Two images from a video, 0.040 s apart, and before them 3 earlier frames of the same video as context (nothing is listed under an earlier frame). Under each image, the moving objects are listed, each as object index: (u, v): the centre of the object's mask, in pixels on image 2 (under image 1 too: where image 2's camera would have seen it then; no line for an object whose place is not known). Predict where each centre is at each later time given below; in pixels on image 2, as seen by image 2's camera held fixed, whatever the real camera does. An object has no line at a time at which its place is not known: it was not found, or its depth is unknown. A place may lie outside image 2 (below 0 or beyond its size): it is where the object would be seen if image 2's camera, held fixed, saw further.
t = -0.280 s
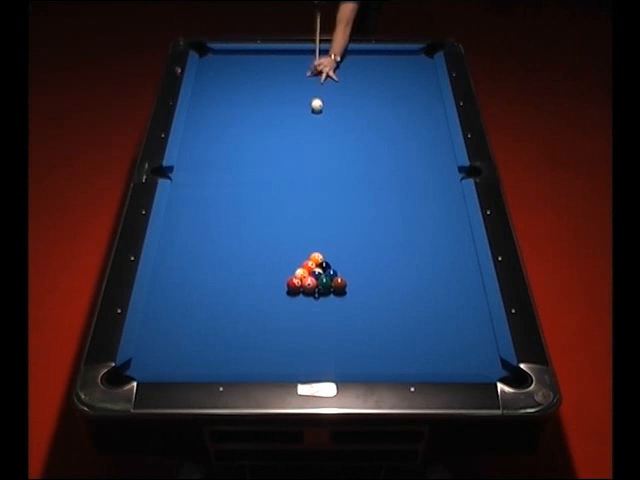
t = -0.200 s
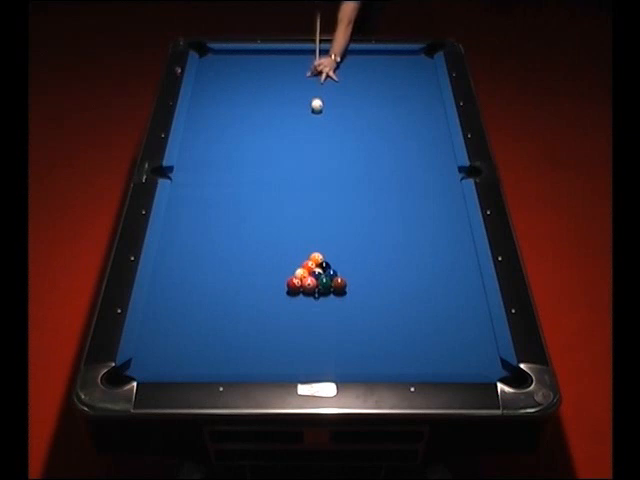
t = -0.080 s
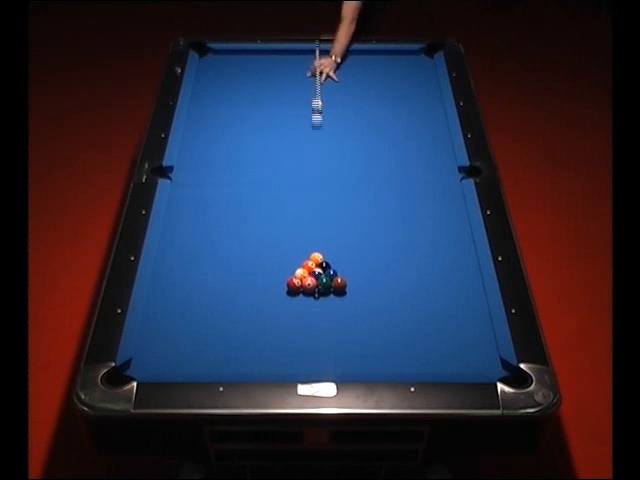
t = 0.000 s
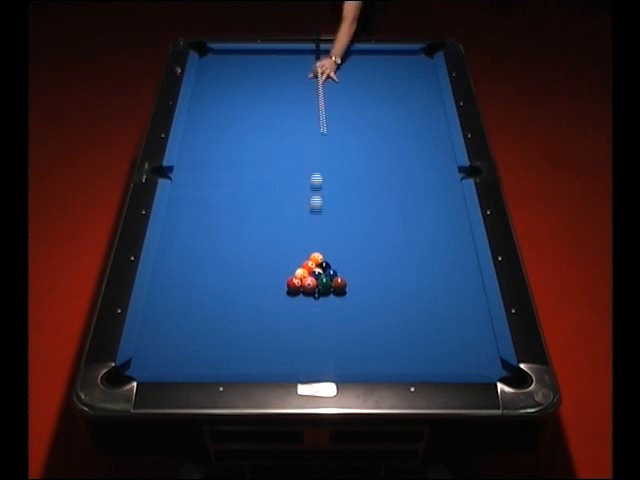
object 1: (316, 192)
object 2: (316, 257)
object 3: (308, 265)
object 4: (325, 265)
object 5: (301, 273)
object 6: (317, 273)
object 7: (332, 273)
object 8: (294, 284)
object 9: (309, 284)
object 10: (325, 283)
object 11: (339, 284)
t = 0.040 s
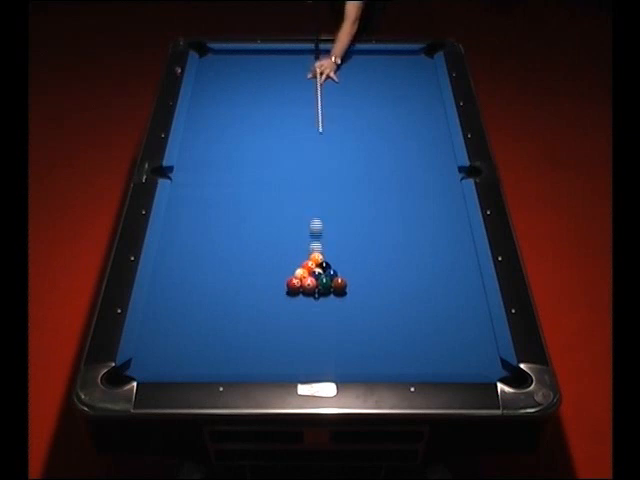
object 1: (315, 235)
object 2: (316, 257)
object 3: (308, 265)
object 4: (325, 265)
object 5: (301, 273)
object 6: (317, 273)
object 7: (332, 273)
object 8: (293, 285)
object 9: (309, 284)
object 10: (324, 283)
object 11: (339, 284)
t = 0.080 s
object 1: (313, 236)
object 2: (316, 253)
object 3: (304, 265)
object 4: (331, 265)
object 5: (296, 277)
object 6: (319, 277)
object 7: (344, 278)
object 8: (274, 305)
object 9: (302, 291)
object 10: (323, 292)
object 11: (360, 306)
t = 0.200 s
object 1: (309, 215)
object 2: (315, 243)
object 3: (288, 257)
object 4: (346, 256)
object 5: (281, 283)
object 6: (327, 279)
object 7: (371, 277)
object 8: (203, 349)
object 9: (275, 325)
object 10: (322, 328)
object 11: (436, 356)
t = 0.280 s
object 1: (306, 208)
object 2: (315, 235)
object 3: (279, 253)
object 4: (356, 250)
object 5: (272, 285)
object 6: (333, 279)
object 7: (388, 276)
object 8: (186, 307)
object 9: (259, 345)
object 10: (321, 350)
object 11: (455, 316)
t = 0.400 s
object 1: (301, 194)
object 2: (315, 225)
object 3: (266, 246)
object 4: (369, 241)
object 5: (259, 291)
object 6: (341, 280)
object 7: (413, 275)
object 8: (164, 254)
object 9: (237, 363)
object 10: (320, 362)
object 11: (470, 269)
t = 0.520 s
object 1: (297, 183)
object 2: (314, 214)
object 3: (254, 240)
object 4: (383, 232)
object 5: (245, 295)
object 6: (348, 279)
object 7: (438, 274)
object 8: (188, 217)
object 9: (227, 345)
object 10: (320, 344)
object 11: (440, 235)
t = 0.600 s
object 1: (295, 176)
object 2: (314, 207)
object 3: (245, 235)
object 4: (392, 227)
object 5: (236, 298)
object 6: (353, 279)
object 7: (454, 274)
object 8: (204, 197)
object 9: (220, 336)
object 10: (320, 334)
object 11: (424, 215)
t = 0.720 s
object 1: (291, 171)
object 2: (314, 197)
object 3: (233, 230)
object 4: (404, 218)
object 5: (223, 303)
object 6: (361, 280)
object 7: (471, 272)
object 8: (224, 171)
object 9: (210, 323)
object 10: (320, 319)
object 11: (404, 189)
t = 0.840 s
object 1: (288, 169)
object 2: (314, 187)
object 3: (222, 223)
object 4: (416, 211)
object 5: (213, 304)
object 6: (368, 281)
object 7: (456, 267)
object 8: (241, 148)
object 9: (198, 314)
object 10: (320, 305)
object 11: (384, 165)
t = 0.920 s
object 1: (286, 170)
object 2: (313, 181)
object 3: (215, 220)
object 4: (424, 206)
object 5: (211, 301)
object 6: (372, 280)
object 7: (447, 265)
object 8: (252, 133)
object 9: (185, 313)
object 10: (320, 296)
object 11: (373, 151)
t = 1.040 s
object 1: (283, 172)
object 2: (313, 173)
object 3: (204, 214)
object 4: (435, 199)
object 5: (208, 297)
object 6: (379, 281)
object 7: (435, 261)
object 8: (268, 112)
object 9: (168, 310)
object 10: (320, 285)
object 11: (356, 129)
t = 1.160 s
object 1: (280, 174)
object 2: (313, 164)
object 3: (194, 209)
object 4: (446, 192)
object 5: (204, 293)
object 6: (386, 281)
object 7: (423, 258)
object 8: (282, 93)
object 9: (151, 307)
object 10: (320, 273)
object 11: (341, 110)
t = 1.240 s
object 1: (278, 175)
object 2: (313, 159)
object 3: (187, 206)
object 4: (454, 187)
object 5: (202, 291)
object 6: (389, 282)
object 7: (415, 255)
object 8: (291, 82)
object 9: (158, 306)
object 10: (320, 265)
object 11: (332, 98)
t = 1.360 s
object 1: (276, 177)
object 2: (313, 151)
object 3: (177, 201)
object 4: (449, 183)
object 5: (199, 288)
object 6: (395, 282)
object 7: (404, 252)
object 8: (304, 65)
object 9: (168, 302)
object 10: (320, 255)
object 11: (318, 80)
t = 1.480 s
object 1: (273, 179)
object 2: (312, 143)
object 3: (177, 197)
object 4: (442, 177)
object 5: (196, 285)
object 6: (401, 282)
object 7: (392, 248)
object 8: (317, 54)
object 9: (177, 299)
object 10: (321, 244)
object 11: (306, 65)
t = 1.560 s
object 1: (272, 180)
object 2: (312, 139)
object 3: (182, 194)
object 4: (437, 174)
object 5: (195, 283)
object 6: (404, 282)
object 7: (385, 246)
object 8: (329, 61)
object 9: (184, 297)
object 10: (320, 237)
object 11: (298, 54)
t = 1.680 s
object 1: (270, 181)
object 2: (312, 132)
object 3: (187, 191)
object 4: (431, 170)
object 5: (192, 279)
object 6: (409, 282)
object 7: (375, 243)
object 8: (348, 72)
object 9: (192, 294)
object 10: (320, 228)
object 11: (278, 61)
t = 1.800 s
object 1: (268, 182)
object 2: (312, 125)
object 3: (193, 188)
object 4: (425, 166)
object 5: (189, 278)
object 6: (413, 283)
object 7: (365, 240)
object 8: (367, 80)
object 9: (201, 291)
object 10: (321, 219)
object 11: (258, 71)
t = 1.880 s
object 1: (267, 183)
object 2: (311, 121)
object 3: (197, 185)
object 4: (421, 163)
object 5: (188, 276)
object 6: (416, 283)
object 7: (358, 238)
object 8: (379, 86)
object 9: (206, 289)
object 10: (321, 213)
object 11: (244, 76)
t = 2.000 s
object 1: (265, 184)
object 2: (311, 114)
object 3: (202, 182)
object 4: (415, 159)
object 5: (185, 274)
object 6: (421, 283)
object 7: (349, 236)
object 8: (398, 95)
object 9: (214, 286)
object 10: (321, 204)
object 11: (223, 85)
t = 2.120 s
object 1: (263, 185)
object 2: (311, 108)
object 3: (207, 180)
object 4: (409, 156)
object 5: (183, 272)
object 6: (425, 283)
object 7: (340, 232)
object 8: (419, 104)
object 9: (221, 284)
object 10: (321, 196)
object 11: (202, 93)
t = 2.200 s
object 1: (263, 186)
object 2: (310, 105)
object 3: (210, 178)
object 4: (405, 153)
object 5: (182, 270)
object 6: (428, 282)
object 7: (334, 231)
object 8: (432, 110)
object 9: (226, 282)
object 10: (321, 191)
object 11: (197, 98)
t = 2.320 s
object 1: (262, 187)
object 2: (310, 99)
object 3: (215, 175)
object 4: (400, 150)
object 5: (180, 269)
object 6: (431, 282)
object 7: (325, 229)
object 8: (433, 120)
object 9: (233, 280)
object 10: (321, 184)
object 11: (207, 107)
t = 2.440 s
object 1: (260, 187)
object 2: (309, 93)
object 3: (220, 173)
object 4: (395, 146)
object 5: (178, 267)
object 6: (435, 282)
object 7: (317, 225)
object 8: (425, 129)
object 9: (240, 278)
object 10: (321, 176)
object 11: (216, 117)
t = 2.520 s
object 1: (260, 187)
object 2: (309, 90)
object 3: (223, 171)
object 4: (392, 144)
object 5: (177, 266)
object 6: (436, 282)
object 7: (311, 224)
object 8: (419, 136)
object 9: (244, 276)
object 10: (320, 172)
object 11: (222, 123)
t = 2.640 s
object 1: (260, 188)
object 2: (309, 85)
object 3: (226, 169)
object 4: (387, 141)
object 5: (176, 265)
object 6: (439, 282)
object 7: (304, 221)
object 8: (411, 146)
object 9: (250, 275)
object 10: (320, 165)
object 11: (231, 133)
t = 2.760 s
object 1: (259, 188)
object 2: (309, 80)
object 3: (230, 167)
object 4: (382, 138)
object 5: (174, 263)
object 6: (441, 283)
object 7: (296, 220)
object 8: (402, 156)
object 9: (256, 272)
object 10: (320, 159)
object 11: (241, 142)
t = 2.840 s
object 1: (259, 188)
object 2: (308, 77)
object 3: (233, 166)
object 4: (379, 136)
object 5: (173, 262)
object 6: (442, 283)
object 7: (292, 219)
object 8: (396, 163)
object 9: (259, 271)
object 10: (320, 155)
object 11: (247, 148)
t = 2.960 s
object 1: (258, 188)
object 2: (308, 73)
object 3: (236, 164)
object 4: (375, 134)
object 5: (172, 262)
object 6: (445, 283)
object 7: (285, 216)
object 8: (388, 173)
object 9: (264, 270)
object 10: (320, 149)
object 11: (257, 158)
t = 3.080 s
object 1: (258, 189)
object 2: (308, 68)
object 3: (239, 162)
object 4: (371, 131)
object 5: (171, 261)
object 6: (446, 283)
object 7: (277, 214)
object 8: (379, 184)
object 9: (270, 268)
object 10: (320, 143)
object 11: (266, 169)
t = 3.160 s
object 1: (258, 189)
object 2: (308, 66)
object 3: (241, 160)
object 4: (368, 130)
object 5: (170, 260)
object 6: (448, 283)
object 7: (273, 214)
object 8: (373, 192)
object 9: (273, 267)
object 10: (319, 140)
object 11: (273, 175)
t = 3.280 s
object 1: (258, 188)
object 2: (307, 61)
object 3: (244, 159)
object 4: (365, 127)
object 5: (170, 260)
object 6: (449, 283)
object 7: (267, 211)
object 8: (363, 203)
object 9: (277, 265)
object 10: (319, 135)
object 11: (283, 186)
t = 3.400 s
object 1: (258, 188)
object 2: (307, 57)
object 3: (246, 157)
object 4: (361, 124)
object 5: (169, 259)
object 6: (451, 283)
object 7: (261, 210)
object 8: (354, 214)
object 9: (281, 264)
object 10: (319, 129)
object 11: (293, 196)
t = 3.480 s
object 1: (258, 188)
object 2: (307, 55)
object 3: (248, 156)
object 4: (359, 123)
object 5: (169, 259)
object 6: (451, 283)
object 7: (257, 209)
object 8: (348, 222)
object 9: (284, 263)
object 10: (319, 126)
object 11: (300, 203)
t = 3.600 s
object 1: (258, 188)
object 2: (306, 53)
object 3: (250, 155)
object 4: (355, 121)
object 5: (168, 259)
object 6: (452, 283)
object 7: (252, 207)
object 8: (338, 233)
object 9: (288, 262)
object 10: (319, 122)
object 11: (310, 214)
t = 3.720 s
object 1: (258, 188)
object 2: (306, 54)
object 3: (253, 154)
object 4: (352, 119)
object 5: (168, 259)
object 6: (452, 283)
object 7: (246, 205)
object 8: (328, 246)
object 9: (291, 261)
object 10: (319, 117)
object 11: (321, 225)
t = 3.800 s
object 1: (258, 188)
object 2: (306, 55)
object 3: (254, 153)
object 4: (350, 118)
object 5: (168, 259)
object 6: (452, 283)
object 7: (242, 205)
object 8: (321, 253)
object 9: (293, 261)
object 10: (319, 114)
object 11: (328, 232)
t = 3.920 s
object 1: (258, 188)
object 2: (306, 57)
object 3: (256, 152)
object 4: (347, 116)
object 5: (168, 259)
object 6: (452, 283)
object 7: (238, 204)
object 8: (311, 266)
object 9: (296, 260)
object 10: (319, 109)
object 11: (339, 244)
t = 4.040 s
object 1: (258, 188)
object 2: (306, 59)
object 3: (257, 151)
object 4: (345, 114)
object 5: (168, 259)
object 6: (452, 283)
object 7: (233, 203)
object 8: (300, 278)
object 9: (299, 259)
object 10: (320, 106)
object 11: (350, 255)
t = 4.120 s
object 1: (258, 188)
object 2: (306, 60)
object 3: (258, 151)
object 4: (343, 113)
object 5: (168, 259)
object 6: (452, 283)
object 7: (231, 202)
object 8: (293, 287)
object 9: (300, 258)
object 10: (320, 103)
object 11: (358, 263)
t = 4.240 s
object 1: (258, 188)
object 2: (307, 61)
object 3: (260, 150)
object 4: (340, 112)
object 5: (168, 259)
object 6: (452, 283)
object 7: (226, 200)
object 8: (282, 300)
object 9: (303, 258)
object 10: (320, 99)
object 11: (370, 275)
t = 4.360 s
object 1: (258, 188)
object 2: (306, 63)
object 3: (261, 150)
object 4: (338, 110)
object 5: (168, 259)
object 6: (452, 283)
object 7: (222, 200)
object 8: (271, 313)
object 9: (305, 257)
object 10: (320, 96)
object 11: (381, 287)
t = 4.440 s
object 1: (258, 188)
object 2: (306, 64)
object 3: (261, 149)
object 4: (337, 109)
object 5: (168, 259)
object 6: (452, 283)
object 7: (220, 199)
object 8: (263, 321)
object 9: (306, 257)
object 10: (321, 93)
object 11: (390, 295)
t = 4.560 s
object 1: (258, 189)
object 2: (306, 65)
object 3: (262, 149)
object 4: (334, 108)
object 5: (168, 259)
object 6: (453, 283)
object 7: (216, 198)
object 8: (252, 335)
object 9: (307, 257)
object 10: (321, 90)
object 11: (401, 307)
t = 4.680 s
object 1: (258, 189)
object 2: (306, 66)
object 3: (263, 149)
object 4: (333, 106)
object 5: (168, 259)
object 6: (453, 283)
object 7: (213, 197)
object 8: (241, 349)
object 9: (309, 256)
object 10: (321, 87)
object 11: (413, 320)
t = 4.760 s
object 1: (258, 189)
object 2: (306, 67)
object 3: (263, 148)
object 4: (331, 106)
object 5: (168, 259)
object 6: (453, 283)
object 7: (210, 196)
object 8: (233, 358)
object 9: (309, 256)
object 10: (321, 85)
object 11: (422, 328)
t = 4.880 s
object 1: (258, 189)
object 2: (306, 68)
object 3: (264, 148)
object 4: (329, 105)
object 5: (168, 259)
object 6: (453, 283)
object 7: (207, 196)
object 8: (222, 364)
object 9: (311, 256)
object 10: (321, 82)
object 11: (434, 342)
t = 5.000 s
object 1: (258, 189)
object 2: (306, 69)
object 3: (264, 148)
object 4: (328, 104)
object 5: (168, 259)
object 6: (453, 283)
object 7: (204, 195)
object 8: (211, 357)
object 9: (311, 256)
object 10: (321, 79)
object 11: (447, 355)
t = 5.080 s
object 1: (258, 189)
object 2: (307, 70)
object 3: (264, 148)
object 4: (327, 103)
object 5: (168, 259)
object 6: (453, 283)
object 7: (202, 195)
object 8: (203, 353)
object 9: (311, 256)
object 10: (320, 77)
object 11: (455, 363)
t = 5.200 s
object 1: (258, 188)
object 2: (307, 70)
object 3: (264, 148)
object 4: (325, 102)
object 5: (168, 259)
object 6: (453, 283)
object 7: (200, 195)
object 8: (193, 346)
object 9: (312, 255)
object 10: (320, 75)
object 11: (467, 363)
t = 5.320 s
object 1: (258, 189)
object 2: (307, 71)
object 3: (264, 148)
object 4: (324, 102)
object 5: (168, 259)
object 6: (453, 283)
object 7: (198, 194)
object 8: (184, 339)
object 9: (312, 255)
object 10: (320, 72)
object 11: (477, 357)
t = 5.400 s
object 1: (258, 189)
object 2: (307, 72)
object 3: (264, 148)
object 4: (323, 101)
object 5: (168, 259)
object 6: (453, 283)
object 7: (196, 194)
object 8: (177, 335)
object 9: (312, 255)
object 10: (320, 70)
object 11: (483, 353)
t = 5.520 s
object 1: (258, 189)
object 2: (308, 72)
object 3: (264, 148)
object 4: (322, 101)
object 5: (168, 259)
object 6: (453, 282)
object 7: (195, 193)
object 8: (168, 329)
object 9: (312, 255)
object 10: (320, 68)
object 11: (487, 346)
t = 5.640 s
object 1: (258, 189)
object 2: (308, 72)
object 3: (264, 148)
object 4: (321, 100)
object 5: (168, 259)
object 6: (453, 282)
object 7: (193, 193)
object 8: (159, 323)
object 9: (311, 255)
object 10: (319, 66)
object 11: (480, 341)
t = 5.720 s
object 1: (258, 189)
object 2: (308, 73)
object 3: (264, 148)
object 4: (321, 100)
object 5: (168, 259)
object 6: (453, 282)
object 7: (192, 192)
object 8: (154, 319)
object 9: (311, 255)
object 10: (318, 65)
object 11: (475, 336)
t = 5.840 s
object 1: (258, 189)
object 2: (308, 73)
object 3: (264, 148)
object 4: (320, 100)
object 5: (168, 259)
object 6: (453, 282)
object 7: (191, 192)
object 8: (151, 313)
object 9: (311, 255)
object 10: (317, 63)
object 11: (469, 331)
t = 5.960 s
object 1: (258, 189)
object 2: (308, 73)
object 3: (264, 148)
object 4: (320, 100)
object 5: (168, 259)
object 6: (453, 282)
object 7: (190, 192)
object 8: (157, 308)
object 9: (311, 255)
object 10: (318, 61)
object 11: (463, 326)
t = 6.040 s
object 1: (258, 189)
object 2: (308, 73)
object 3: (264, 148)
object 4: (319, 100)
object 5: (168, 259)
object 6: (453, 282)
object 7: (189, 192)
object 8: (161, 305)
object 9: (311, 255)
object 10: (317, 60)
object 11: (459, 322)
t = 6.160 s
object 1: (258, 189)
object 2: (308, 73)
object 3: (264, 148)
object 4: (319, 100)
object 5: (168, 259)
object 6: (453, 282)
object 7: (188, 192)
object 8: (167, 300)
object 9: (311, 255)
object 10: (317, 59)
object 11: (453, 317)
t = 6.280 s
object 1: (258, 189)
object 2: (308, 73)
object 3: (264, 148)
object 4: (319, 100)
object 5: (168, 259)
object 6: (453, 282)
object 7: (187, 192)
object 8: (172, 296)
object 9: (311, 255)
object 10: (317, 57)
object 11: (448, 312)
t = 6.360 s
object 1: (258, 189)
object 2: (308, 73)
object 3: (264, 148)
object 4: (318, 99)
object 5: (168, 259)
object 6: (453, 283)
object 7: (187, 191)
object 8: (175, 294)
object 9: (311, 255)
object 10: (317, 56)
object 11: (444, 310)
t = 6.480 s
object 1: (258, 189)
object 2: (308, 73)
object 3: (264, 148)
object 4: (318, 99)
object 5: (168, 259)
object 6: (453, 283)
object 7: (187, 191)
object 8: (180, 290)
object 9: (311, 255)
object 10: (317, 55)
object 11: (439, 305)
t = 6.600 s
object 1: (258, 189)
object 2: (308, 73)
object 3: (264, 148)
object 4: (318, 99)
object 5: (168, 259)
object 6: (453, 283)
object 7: (187, 191)
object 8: (185, 286)
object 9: (311, 255)
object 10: (317, 54)
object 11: (434, 300)
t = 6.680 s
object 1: (258, 189)
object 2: (308, 73)
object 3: (264, 148)
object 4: (318, 99)
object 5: (168, 259)
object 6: (453, 283)
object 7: (187, 191)
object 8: (188, 283)
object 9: (311, 255)
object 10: (317, 54)
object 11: (431, 298)
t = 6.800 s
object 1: (258, 189)
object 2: (308, 73)
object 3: (264, 148)
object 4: (318, 99)
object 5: (168, 259)
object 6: (453, 283)
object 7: (187, 191)
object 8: (192, 280)
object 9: (311, 255)
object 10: (317, 54)
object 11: (427, 295)
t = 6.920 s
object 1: (258, 189)
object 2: (308, 73)
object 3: (264, 148)
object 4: (318, 99)
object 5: (168, 259)
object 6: (453, 283)
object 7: (187, 191)
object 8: (196, 277)
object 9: (311, 255)
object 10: (317, 54)
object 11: (423, 291)
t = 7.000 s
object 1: (258, 188)
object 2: (308, 73)
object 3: (264, 148)
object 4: (318, 99)
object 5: (168, 259)
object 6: (453, 282)
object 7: (187, 191)
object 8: (198, 275)
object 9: (311, 255)
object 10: (317, 54)
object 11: (420, 288)
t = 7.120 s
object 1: (258, 188)
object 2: (308, 73)
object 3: (264, 148)
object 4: (318, 100)
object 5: (168, 259)
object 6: (453, 282)
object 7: (187, 191)
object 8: (202, 272)
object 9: (311, 255)
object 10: (317, 55)
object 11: (417, 286)
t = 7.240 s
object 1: (258, 188)
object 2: (308, 73)
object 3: (264, 148)
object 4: (318, 99)
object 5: (168, 259)
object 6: (453, 282)
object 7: (187, 191)
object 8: (206, 269)
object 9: (311, 255)
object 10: (317, 55)
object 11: (413, 283)
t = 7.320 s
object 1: (258, 188)
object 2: (308, 73)
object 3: (264, 148)
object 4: (318, 99)
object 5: (168, 259)
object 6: (453, 282)
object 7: (187, 191)
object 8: (208, 268)
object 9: (311, 255)
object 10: (317, 55)
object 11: (410, 281)
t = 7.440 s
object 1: (258, 188)
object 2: (308, 73)
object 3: (264, 148)
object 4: (318, 99)
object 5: (168, 259)
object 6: (453, 282)
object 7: (187, 191)
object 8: (211, 265)
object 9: (311, 255)
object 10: (317, 55)
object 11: (407, 279)
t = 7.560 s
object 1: (258, 188)
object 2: (308, 73)
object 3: (264, 148)
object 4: (318, 99)
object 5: (168, 259)
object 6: (453, 282)
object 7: (187, 191)
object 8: (213, 263)
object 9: (311, 255)
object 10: (317, 55)
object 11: (404, 277)
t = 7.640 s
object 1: (258, 188)
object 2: (308, 73)
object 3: (264, 148)
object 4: (318, 99)
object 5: (168, 259)
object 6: (453, 282)
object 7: (187, 191)
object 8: (215, 262)
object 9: (311, 255)
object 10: (317, 55)
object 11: (402, 275)
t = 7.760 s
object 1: (258, 188)
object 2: (308, 73)
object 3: (264, 148)
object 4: (318, 99)
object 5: (168, 259)
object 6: (453, 282)
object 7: (187, 191)
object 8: (218, 260)
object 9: (311, 255)
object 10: (317, 55)
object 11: (399, 273)
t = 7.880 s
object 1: (258, 188)
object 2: (308, 73)
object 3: (264, 148)
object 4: (318, 99)
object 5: (168, 259)
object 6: (453, 282)
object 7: (187, 191)
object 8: (220, 258)
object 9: (311, 255)
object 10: (317, 55)
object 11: (397, 271)
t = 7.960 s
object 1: (258, 188)
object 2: (308, 73)
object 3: (264, 148)
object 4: (318, 99)
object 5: (168, 259)
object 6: (453, 282)
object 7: (187, 191)
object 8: (221, 257)
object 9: (311, 255)
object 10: (317, 55)
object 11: (395, 270)
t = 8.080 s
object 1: (258, 188)
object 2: (308, 73)
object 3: (264, 148)
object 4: (318, 99)
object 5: (168, 259)
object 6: (453, 282)
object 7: (187, 191)
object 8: (223, 255)
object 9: (311, 255)
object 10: (317, 55)
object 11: (393, 268)
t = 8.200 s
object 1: (258, 188)
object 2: (308, 73)
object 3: (264, 148)
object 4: (318, 99)
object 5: (168, 259)
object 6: (453, 282)
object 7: (187, 191)
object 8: (224, 254)
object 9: (311, 255)
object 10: (317, 55)
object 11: (391, 267)
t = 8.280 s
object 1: (258, 188)
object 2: (308, 73)
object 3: (264, 148)
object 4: (318, 99)
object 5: (168, 259)
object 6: (453, 282)
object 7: (187, 191)
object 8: (225, 253)
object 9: (311, 255)
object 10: (317, 55)
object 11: (390, 266)
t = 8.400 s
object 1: (258, 188)
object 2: (308, 73)
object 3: (264, 148)
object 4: (318, 99)
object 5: (168, 259)
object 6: (453, 282)
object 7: (187, 191)
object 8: (226, 252)
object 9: (311, 255)
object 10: (317, 55)
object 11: (388, 265)
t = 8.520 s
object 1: (258, 188)
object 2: (308, 73)
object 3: (264, 148)
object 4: (318, 99)
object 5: (168, 259)
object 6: (453, 282)
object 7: (187, 191)
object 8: (228, 251)
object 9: (311, 255)
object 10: (317, 55)
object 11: (387, 264)
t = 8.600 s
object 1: (258, 188)
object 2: (308, 73)
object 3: (264, 148)
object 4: (318, 99)
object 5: (168, 259)
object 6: (453, 282)
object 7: (187, 191)
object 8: (228, 251)
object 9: (311, 255)
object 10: (317, 55)
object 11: (386, 264)
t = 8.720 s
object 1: (258, 188)
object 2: (308, 73)
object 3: (264, 148)
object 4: (318, 99)
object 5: (168, 259)
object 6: (453, 282)
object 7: (187, 191)
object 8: (229, 250)
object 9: (311, 255)
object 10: (317, 55)
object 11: (385, 263)
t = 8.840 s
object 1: (258, 188)
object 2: (308, 73)
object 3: (264, 148)
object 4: (318, 99)
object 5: (168, 259)
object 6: (453, 282)
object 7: (187, 191)
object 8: (230, 250)
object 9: (311, 255)
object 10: (317, 55)
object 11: (384, 262)
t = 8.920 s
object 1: (258, 188)
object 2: (308, 73)
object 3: (264, 148)
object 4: (318, 99)
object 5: (168, 259)
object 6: (453, 282)
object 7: (187, 191)
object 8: (230, 250)
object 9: (311, 255)
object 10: (317, 55)
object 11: (383, 262)
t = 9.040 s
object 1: (258, 188)
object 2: (308, 73)
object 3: (264, 148)
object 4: (318, 99)
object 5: (168, 259)
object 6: (453, 282)
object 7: (187, 191)
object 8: (230, 250)
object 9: (311, 255)
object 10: (317, 55)
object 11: (383, 261)
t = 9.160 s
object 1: (258, 188)
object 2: (308, 73)
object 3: (264, 148)
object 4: (318, 99)
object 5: (168, 259)
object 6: (453, 282)
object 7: (187, 191)
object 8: (230, 250)
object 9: (311, 255)
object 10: (317, 55)
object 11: (383, 261)
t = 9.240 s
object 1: (258, 188)
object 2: (308, 73)
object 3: (264, 148)
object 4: (318, 99)
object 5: (168, 259)
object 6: (453, 283)
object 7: (187, 191)
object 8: (230, 250)
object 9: (311, 255)
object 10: (317, 55)
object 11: (382, 261)
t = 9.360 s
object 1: (258, 188)
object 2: (308, 73)
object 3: (264, 148)
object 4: (318, 99)
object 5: (168, 259)
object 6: (453, 283)
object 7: (187, 191)
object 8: (230, 250)
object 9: (311, 255)
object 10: (317, 55)
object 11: (383, 261)
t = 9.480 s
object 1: (258, 188)
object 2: (308, 73)
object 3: (264, 148)
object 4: (318, 99)
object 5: (168, 259)
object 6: (453, 283)
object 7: (187, 191)
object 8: (229, 250)
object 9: (311, 255)
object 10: (317, 55)
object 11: (383, 261)
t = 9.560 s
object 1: (258, 188)
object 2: (308, 73)
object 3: (264, 148)
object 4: (318, 99)
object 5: (168, 259)
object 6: (453, 283)
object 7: (187, 191)
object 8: (230, 250)
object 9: (311, 255)
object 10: (317, 55)
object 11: (383, 261)
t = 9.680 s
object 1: (258, 188)
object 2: (308, 73)
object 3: (264, 148)
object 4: (318, 99)
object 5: (168, 259)
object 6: (453, 283)
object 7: (187, 191)
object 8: (230, 250)
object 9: (311, 255)
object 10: (317, 55)
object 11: (383, 261)
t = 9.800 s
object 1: (258, 188)
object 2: (308, 73)
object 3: (264, 148)
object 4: (318, 99)
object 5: (168, 259)
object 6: (453, 283)
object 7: (187, 191)
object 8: (229, 250)
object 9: (311, 255)
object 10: (317, 55)
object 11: (383, 261)
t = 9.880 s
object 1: (258, 188)
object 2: (308, 73)
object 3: (264, 148)
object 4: (318, 99)
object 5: (168, 259)
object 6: (453, 283)
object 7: (187, 191)
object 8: (230, 250)
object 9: (311, 255)
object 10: (317, 55)
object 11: (383, 261)
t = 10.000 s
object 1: (258, 188)
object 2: (308, 73)
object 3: (264, 148)
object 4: (318, 99)
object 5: (168, 259)
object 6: (453, 283)
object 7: (187, 191)
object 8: (229, 250)
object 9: (311, 255)
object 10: (317, 55)
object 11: (382, 261)
